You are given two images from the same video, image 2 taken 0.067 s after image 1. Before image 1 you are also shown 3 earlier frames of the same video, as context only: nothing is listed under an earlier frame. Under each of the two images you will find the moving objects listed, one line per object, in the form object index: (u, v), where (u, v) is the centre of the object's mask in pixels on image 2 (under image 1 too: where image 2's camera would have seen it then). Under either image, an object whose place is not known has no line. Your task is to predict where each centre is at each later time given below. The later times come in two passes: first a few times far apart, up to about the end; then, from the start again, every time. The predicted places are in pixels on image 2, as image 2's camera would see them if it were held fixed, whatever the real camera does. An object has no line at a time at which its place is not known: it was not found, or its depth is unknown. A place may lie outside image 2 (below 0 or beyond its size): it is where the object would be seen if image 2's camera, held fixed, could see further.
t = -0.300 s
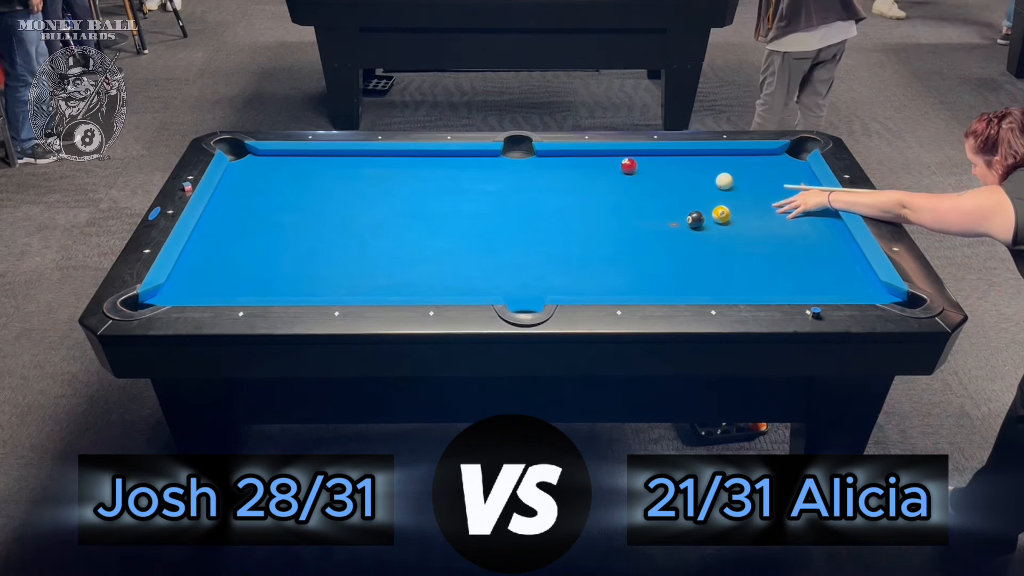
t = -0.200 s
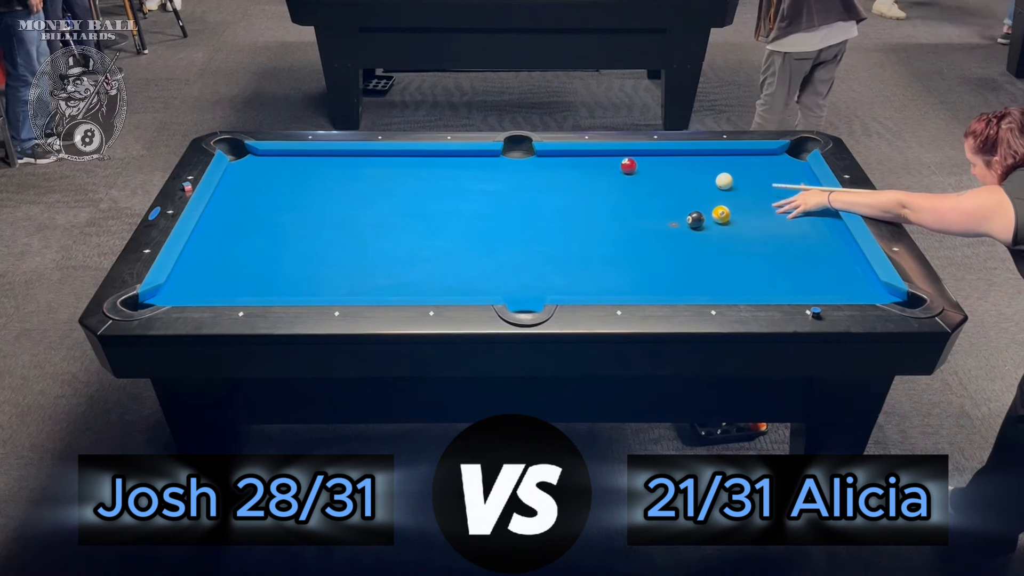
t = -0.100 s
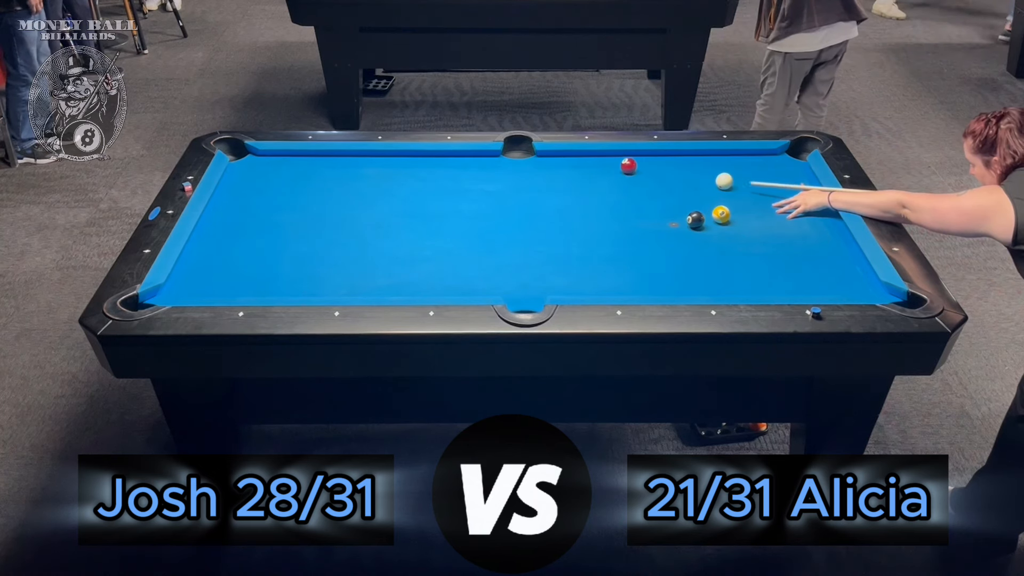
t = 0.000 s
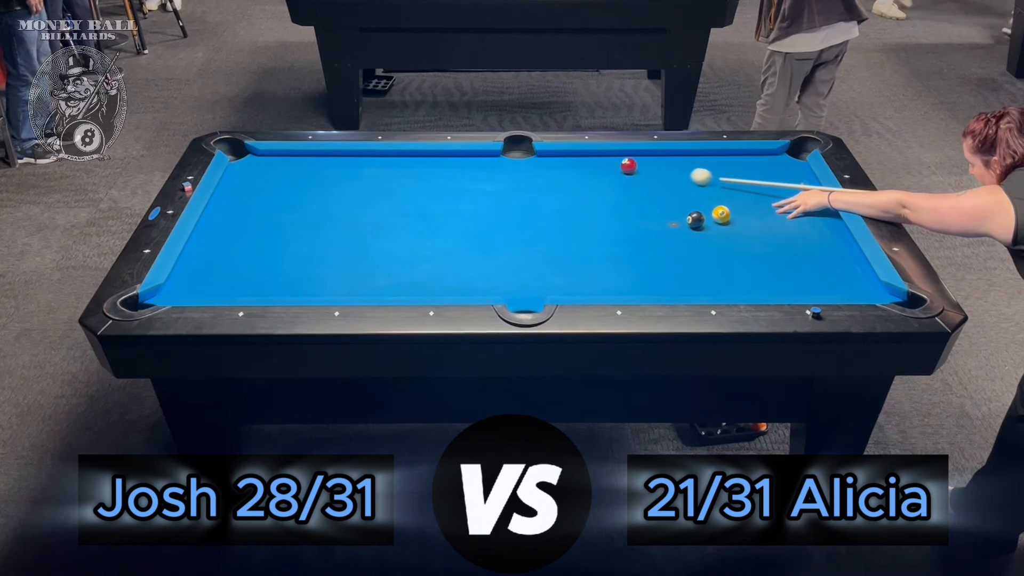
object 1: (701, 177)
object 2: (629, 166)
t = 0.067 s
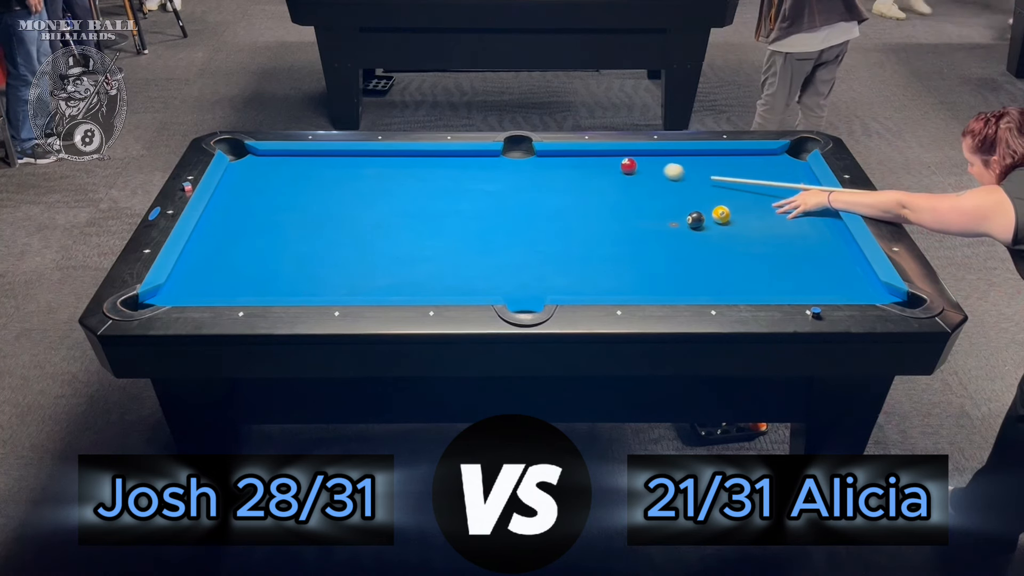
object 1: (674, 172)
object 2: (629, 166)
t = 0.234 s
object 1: (641, 162)
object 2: (602, 165)
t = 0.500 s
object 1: (624, 158)
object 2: (543, 162)
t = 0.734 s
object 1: (617, 166)
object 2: (493, 159)
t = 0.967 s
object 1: (610, 173)
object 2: (445, 157)
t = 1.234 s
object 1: (602, 181)
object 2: (394, 155)
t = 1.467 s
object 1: (596, 188)
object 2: (354, 157)
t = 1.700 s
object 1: (591, 194)
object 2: (315, 158)
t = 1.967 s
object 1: (585, 201)
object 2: (272, 160)
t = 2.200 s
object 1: (580, 207)
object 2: (237, 161)
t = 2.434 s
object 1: (576, 213)
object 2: (252, 159)
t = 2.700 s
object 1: (571, 218)
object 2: (267, 156)
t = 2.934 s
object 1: (568, 222)
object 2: (278, 155)
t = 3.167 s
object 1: (565, 226)
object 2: (284, 155)
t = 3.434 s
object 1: (562, 230)
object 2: (289, 156)
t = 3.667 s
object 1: (560, 233)
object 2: (292, 157)
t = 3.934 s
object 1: (558, 235)
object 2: (294, 157)
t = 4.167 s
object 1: (557, 237)
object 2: (295, 157)
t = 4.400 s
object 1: (557, 237)
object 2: (295, 157)
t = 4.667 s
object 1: (557, 238)
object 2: (295, 157)
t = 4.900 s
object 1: (556, 238)
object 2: (295, 157)
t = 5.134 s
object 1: (556, 238)
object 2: (295, 157)
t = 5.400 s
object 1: (556, 238)
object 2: (295, 157)
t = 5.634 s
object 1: (556, 238)
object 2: (295, 157)
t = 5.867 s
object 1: (556, 238)
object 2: (295, 157)
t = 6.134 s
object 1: (556, 238)
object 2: (295, 157)
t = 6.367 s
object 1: (556, 238)
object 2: (295, 157)
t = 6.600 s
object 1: (556, 238)
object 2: (295, 157)
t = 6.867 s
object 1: (556, 238)
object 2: (295, 157)
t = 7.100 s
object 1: (556, 238)
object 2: (295, 157)
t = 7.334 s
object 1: (556, 238)
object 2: (295, 157)
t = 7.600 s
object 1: (556, 238)
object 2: (295, 157)
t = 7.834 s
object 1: (556, 238)
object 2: (295, 157)
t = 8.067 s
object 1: (556, 238)
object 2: (295, 157)
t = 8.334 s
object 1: (556, 238)
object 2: (295, 157)
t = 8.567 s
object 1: (556, 238)
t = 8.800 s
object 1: (556, 238)
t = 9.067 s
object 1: (556, 238)
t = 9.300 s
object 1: (556, 238)
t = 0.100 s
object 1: (662, 169)
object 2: (629, 166)
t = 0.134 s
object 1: (650, 167)
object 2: (629, 166)
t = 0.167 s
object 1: (644, 165)
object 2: (622, 165)
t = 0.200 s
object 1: (643, 164)
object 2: (611, 165)
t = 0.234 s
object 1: (641, 162)
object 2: (602, 165)
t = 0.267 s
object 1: (638, 160)
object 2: (594, 165)
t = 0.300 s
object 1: (635, 159)
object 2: (587, 164)
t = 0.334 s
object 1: (632, 157)
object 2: (579, 164)
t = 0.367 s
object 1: (629, 155)
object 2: (572, 164)
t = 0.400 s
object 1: (627, 155)
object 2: (565, 163)
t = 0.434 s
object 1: (626, 156)
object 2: (557, 163)
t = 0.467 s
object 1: (625, 157)
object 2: (550, 162)
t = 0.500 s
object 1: (624, 158)
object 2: (543, 162)
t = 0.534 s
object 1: (623, 159)
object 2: (536, 162)
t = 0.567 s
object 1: (622, 160)
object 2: (528, 161)
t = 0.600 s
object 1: (621, 161)
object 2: (521, 161)
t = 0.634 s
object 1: (620, 162)
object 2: (514, 160)
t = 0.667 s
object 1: (619, 163)
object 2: (507, 160)
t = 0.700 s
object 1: (618, 165)
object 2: (500, 160)
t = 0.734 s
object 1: (617, 166)
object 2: (493, 159)
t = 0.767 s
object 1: (616, 167)
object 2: (486, 159)
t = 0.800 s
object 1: (615, 168)
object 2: (479, 159)
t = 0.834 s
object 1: (614, 169)
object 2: (472, 158)
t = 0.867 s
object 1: (613, 170)
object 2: (465, 158)
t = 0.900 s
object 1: (612, 171)
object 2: (458, 157)
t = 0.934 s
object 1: (611, 172)
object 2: (451, 157)
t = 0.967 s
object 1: (610, 173)
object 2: (445, 157)
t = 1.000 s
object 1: (609, 174)
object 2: (438, 157)
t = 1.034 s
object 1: (608, 175)
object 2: (432, 156)
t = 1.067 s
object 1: (607, 176)
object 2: (425, 156)
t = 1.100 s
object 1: (606, 177)
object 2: (418, 156)
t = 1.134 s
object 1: (605, 178)
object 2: (412, 155)
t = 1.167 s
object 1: (604, 179)
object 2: (405, 155)
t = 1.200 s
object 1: (603, 180)
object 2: (400, 155)
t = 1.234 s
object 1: (602, 181)
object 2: (394, 155)
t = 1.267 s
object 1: (602, 182)
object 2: (388, 155)
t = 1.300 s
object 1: (601, 183)
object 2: (382, 156)
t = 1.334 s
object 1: (600, 184)
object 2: (376, 156)
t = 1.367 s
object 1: (599, 185)
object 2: (371, 156)
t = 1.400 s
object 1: (598, 186)
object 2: (365, 156)
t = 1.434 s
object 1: (597, 187)
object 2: (359, 157)
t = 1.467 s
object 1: (596, 188)
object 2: (354, 157)
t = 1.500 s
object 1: (595, 189)
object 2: (348, 157)
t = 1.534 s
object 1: (595, 190)
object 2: (343, 157)
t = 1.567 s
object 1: (594, 191)
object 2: (337, 157)
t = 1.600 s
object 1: (593, 192)
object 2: (331, 157)
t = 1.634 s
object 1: (592, 193)
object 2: (326, 158)
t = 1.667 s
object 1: (591, 194)
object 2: (320, 158)
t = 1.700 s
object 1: (591, 194)
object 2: (315, 158)
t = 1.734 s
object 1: (590, 195)
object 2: (309, 158)
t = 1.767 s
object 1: (589, 196)
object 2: (304, 158)
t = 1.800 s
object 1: (588, 197)
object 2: (299, 159)
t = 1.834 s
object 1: (588, 198)
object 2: (293, 159)
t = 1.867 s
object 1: (587, 199)
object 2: (288, 159)
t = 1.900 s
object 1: (586, 200)
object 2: (282, 159)
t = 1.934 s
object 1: (585, 201)
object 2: (277, 159)
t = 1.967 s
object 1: (585, 201)
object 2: (272, 160)
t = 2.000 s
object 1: (584, 202)
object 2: (267, 160)
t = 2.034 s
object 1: (583, 203)
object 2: (261, 160)
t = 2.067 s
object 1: (583, 204)
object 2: (256, 160)
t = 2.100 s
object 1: (582, 205)
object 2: (251, 160)
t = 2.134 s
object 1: (581, 206)
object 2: (246, 161)
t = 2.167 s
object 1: (581, 206)
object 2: (241, 161)
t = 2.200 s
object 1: (580, 207)
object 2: (237, 161)
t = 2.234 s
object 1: (579, 208)
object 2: (240, 160)
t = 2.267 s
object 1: (579, 209)
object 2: (242, 160)
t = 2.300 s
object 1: (578, 210)
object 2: (244, 160)
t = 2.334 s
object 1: (578, 210)
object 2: (246, 159)
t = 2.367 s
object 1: (577, 211)
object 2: (248, 159)
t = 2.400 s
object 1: (576, 212)
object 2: (250, 159)
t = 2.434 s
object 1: (576, 213)
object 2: (252, 159)
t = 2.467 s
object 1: (575, 213)
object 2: (254, 158)
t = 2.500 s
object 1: (575, 214)
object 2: (256, 158)
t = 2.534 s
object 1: (574, 215)
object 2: (258, 158)
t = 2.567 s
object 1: (573, 215)
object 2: (259, 157)
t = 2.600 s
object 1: (573, 216)
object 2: (262, 157)
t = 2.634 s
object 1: (572, 217)
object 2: (263, 157)
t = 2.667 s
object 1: (572, 217)
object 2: (265, 157)
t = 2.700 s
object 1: (571, 218)
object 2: (267, 156)
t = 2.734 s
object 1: (571, 219)
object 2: (268, 156)
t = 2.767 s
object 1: (570, 219)
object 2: (270, 156)
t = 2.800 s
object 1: (570, 220)
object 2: (272, 156)
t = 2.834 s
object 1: (569, 220)
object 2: (273, 155)
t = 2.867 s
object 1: (569, 221)
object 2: (275, 155)
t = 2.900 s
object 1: (568, 222)
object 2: (276, 155)
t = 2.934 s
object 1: (568, 222)
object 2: (278, 155)
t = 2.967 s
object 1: (567, 223)
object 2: (279, 155)
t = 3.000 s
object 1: (567, 223)
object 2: (280, 155)
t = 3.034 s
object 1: (567, 224)
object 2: (281, 155)
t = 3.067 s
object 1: (566, 225)
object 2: (282, 155)
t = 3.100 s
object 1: (566, 225)
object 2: (283, 155)
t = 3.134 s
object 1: (565, 226)
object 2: (284, 155)
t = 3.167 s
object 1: (565, 226)
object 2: (284, 155)
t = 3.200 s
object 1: (565, 227)
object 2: (285, 155)
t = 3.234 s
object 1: (564, 227)
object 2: (286, 156)
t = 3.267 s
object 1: (564, 228)
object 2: (286, 156)
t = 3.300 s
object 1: (564, 228)
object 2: (287, 156)
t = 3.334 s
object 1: (563, 229)
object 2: (288, 156)
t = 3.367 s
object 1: (563, 229)
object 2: (288, 156)
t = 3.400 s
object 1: (563, 230)
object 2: (289, 156)
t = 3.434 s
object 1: (562, 230)
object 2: (289, 156)
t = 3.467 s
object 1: (562, 230)
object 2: (290, 156)
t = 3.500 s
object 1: (561, 231)
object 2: (290, 156)
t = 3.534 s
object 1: (561, 231)
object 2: (291, 156)
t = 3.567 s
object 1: (561, 232)
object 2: (291, 156)
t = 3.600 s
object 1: (560, 232)
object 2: (292, 157)
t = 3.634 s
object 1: (560, 232)
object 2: (292, 157)
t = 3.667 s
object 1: (560, 233)
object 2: (292, 157)
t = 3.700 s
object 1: (560, 233)
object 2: (292, 157)
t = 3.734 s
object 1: (560, 233)
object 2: (293, 157)
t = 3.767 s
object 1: (559, 234)
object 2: (293, 157)
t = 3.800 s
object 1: (559, 234)
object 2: (293, 157)
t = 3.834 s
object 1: (559, 234)
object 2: (294, 157)
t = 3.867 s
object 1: (558, 235)
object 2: (294, 157)
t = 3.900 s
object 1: (558, 235)
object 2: (294, 157)
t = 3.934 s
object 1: (558, 235)
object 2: (294, 157)
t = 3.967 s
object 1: (558, 235)
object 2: (294, 157)
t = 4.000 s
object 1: (558, 236)
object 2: (295, 157)
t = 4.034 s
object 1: (558, 236)
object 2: (295, 157)
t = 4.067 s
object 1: (557, 236)
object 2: (295, 157)
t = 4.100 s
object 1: (557, 236)
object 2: (295, 157)
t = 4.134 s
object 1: (557, 236)
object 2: (295, 157)
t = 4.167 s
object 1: (557, 237)
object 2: (295, 157)
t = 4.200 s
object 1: (557, 237)
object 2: (295, 157)
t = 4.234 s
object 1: (557, 237)
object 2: (295, 157)
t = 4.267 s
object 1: (557, 237)
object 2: (295, 157)
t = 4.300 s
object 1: (557, 237)
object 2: (295, 157)
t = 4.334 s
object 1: (557, 237)
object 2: (295, 157)
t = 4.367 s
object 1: (557, 237)
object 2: (295, 157)
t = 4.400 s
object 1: (557, 237)
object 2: (295, 157)
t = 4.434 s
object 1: (557, 237)
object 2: (295, 157)
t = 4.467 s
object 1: (557, 237)
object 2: (295, 157)
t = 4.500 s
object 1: (557, 237)
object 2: (295, 157)
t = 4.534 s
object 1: (557, 238)
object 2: (295, 157)
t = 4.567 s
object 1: (557, 238)
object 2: (295, 157)
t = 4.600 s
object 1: (557, 238)
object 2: (295, 157)
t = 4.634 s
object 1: (557, 238)
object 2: (295, 157)
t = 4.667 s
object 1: (557, 238)
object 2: (295, 157)
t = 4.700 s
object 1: (557, 238)
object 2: (295, 157)
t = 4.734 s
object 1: (556, 238)
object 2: (295, 157)
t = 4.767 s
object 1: (557, 238)
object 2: (295, 157)
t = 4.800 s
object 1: (556, 238)
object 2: (295, 157)
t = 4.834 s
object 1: (556, 238)
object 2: (295, 157)
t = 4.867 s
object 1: (556, 238)
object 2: (295, 157)
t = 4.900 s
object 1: (556, 238)
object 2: (295, 157)
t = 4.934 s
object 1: (556, 238)
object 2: (295, 157)
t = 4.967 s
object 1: (556, 238)
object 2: (295, 157)
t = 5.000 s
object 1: (556, 238)
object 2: (295, 157)
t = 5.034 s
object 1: (556, 238)
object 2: (295, 157)
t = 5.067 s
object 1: (556, 238)
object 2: (295, 157)
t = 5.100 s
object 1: (556, 238)
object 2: (295, 157)
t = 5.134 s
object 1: (556, 238)
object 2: (295, 157)
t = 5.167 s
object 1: (556, 238)
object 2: (295, 157)
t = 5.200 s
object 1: (556, 238)
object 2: (295, 157)
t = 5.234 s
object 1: (556, 238)
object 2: (295, 157)
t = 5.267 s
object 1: (556, 238)
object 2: (295, 157)
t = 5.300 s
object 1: (556, 238)
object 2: (295, 157)
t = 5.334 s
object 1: (556, 238)
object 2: (295, 157)
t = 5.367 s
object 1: (556, 238)
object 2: (295, 157)
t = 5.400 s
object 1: (556, 238)
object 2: (295, 157)
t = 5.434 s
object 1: (556, 238)
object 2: (295, 157)
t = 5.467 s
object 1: (556, 238)
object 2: (295, 157)
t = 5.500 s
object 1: (556, 238)
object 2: (295, 157)
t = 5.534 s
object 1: (556, 238)
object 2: (295, 157)
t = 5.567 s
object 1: (556, 238)
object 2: (295, 157)
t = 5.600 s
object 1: (556, 238)
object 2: (295, 157)
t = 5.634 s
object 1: (556, 238)
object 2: (295, 157)
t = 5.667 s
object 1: (556, 238)
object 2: (295, 157)
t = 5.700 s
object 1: (556, 238)
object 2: (295, 157)
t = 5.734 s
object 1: (556, 238)
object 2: (295, 157)
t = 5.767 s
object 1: (556, 238)
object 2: (295, 157)
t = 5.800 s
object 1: (556, 238)
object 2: (295, 157)
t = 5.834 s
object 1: (556, 238)
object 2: (295, 157)
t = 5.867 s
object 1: (556, 238)
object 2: (295, 157)
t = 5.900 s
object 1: (556, 238)
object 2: (295, 157)
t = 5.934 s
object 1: (556, 238)
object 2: (295, 157)
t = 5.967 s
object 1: (556, 238)
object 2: (295, 157)
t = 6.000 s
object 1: (556, 238)
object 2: (295, 157)
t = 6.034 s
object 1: (556, 238)
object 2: (295, 157)
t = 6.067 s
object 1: (556, 238)
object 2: (295, 157)
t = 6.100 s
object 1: (556, 238)
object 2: (295, 157)
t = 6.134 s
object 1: (556, 238)
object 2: (295, 157)
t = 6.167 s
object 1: (556, 238)
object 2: (295, 157)
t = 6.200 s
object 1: (556, 238)
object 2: (295, 157)
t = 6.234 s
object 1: (556, 238)
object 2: (295, 157)
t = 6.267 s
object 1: (556, 238)
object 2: (295, 157)
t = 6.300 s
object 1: (556, 238)
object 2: (295, 157)
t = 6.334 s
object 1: (556, 238)
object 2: (295, 157)
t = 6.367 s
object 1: (556, 238)
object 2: (295, 157)
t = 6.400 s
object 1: (556, 238)
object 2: (295, 157)
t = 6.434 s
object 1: (556, 238)
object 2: (295, 157)
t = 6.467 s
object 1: (556, 238)
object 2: (295, 157)
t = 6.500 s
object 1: (556, 238)
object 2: (295, 157)
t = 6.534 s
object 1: (556, 238)
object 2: (295, 157)
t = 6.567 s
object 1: (556, 238)
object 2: (295, 157)
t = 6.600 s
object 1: (556, 238)
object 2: (295, 157)
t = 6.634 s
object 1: (556, 238)
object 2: (295, 157)
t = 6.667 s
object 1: (556, 238)
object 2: (295, 157)
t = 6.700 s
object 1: (556, 238)
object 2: (295, 157)
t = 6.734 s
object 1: (556, 238)
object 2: (295, 157)
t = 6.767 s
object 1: (556, 238)
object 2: (295, 157)
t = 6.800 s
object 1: (556, 238)
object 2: (295, 157)
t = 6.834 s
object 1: (556, 238)
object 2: (295, 157)
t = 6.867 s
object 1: (556, 238)
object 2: (295, 157)
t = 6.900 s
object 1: (556, 238)
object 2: (295, 157)
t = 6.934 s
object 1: (556, 238)
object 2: (295, 157)
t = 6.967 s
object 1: (556, 238)
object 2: (295, 157)
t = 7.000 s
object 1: (556, 238)
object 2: (295, 157)
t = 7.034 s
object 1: (556, 238)
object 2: (295, 157)
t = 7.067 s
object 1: (556, 238)
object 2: (295, 157)
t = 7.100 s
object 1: (556, 238)
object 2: (295, 157)
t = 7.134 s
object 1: (556, 238)
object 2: (295, 157)
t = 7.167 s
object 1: (556, 238)
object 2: (295, 157)
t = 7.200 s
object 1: (556, 238)
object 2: (295, 157)
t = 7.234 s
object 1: (556, 238)
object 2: (295, 157)
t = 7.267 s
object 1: (556, 238)
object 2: (295, 157)
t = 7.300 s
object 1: (556, 238)
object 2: (295, 157)
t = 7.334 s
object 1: (556, 238)
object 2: (295, 157)
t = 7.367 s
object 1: (556, 238)
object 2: (295, 157)
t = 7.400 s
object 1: (556, 238)
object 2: (295, 157)
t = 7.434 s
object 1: (556, 238)
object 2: (295, 157)
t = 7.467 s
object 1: (556, 238)
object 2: (295, 157)
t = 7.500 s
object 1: (556, 238)
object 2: (295, 157)
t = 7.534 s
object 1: (556, 238)
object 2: (295, 157)
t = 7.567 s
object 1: (556, 238)
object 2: (295, 157)
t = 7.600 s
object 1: (556, 238)
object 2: (295, 157)
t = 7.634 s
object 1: (556, 238)
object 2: (294, 157)
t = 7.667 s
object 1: (556, 238)
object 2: (295, 157)
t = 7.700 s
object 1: (556, 238)
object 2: (295, 157)
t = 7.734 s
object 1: (556, 238)
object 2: (295, 157)
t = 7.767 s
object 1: (556, 238)
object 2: (295, 157)
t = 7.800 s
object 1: (556, 238)
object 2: (295, 157)
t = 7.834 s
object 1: (556, 238)
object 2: (295, 157)
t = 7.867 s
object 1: (556, 238)
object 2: (295, 157)
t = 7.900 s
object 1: (556, 238)
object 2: (295, 157)
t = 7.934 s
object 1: (556, 238)
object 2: (295, 157)
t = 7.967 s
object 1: (556, 238)
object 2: (295, 157)
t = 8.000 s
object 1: (556, 238)
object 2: (295, 157)
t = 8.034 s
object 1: (556, 238)
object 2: (295, 157)
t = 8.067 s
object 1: (556, 238)
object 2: (295, 157)
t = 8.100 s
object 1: (556, 238)
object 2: (295, 157)
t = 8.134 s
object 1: (556, 238)
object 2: (295, 157)
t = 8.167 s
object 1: (556, 238)
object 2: (295, 157)
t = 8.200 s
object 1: (556, 238)
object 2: (295, 157)
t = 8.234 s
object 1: (556, 238)
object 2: (295, 157)
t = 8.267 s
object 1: (556, 238)
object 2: (295, 157)
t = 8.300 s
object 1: (556, 238)
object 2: (295, 157)
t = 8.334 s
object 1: (556, 238)
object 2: (295, 157)
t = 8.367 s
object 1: (556, 238)
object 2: (295, 157)
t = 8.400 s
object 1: (556, 238)
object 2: (295, 157)
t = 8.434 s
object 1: (556, 238)
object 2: (295, 157)
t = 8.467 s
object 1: (556, 238)
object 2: (295, 157)
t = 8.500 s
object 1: (556, 238)
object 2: (295, 157)
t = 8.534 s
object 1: (556, 238)
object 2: (295, 157)
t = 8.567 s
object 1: (556, 238)
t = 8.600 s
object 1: (556, 238)
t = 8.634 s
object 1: (556, 238)
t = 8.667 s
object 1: (556, 238)
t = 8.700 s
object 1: (556, 238)
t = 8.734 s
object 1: (556, 238)
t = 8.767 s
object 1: (556, 238)
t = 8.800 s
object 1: (556, 238)
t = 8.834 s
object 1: (556, 238)
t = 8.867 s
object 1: (556, 238)
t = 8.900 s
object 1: (556, 238)
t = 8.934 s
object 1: (556, 238)
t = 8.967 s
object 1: (556, 238)
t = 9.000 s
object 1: (556, 238)
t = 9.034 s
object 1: (556, 238)
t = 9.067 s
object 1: (556, 238)
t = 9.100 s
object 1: (556, 238)
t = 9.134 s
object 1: (556, 238)
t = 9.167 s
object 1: (556, 238)
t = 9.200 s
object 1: (556, 238)
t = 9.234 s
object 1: (556, 238)
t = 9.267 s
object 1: (556, 238)
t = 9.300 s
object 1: (556, 238)
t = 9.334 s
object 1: (556, 238)
